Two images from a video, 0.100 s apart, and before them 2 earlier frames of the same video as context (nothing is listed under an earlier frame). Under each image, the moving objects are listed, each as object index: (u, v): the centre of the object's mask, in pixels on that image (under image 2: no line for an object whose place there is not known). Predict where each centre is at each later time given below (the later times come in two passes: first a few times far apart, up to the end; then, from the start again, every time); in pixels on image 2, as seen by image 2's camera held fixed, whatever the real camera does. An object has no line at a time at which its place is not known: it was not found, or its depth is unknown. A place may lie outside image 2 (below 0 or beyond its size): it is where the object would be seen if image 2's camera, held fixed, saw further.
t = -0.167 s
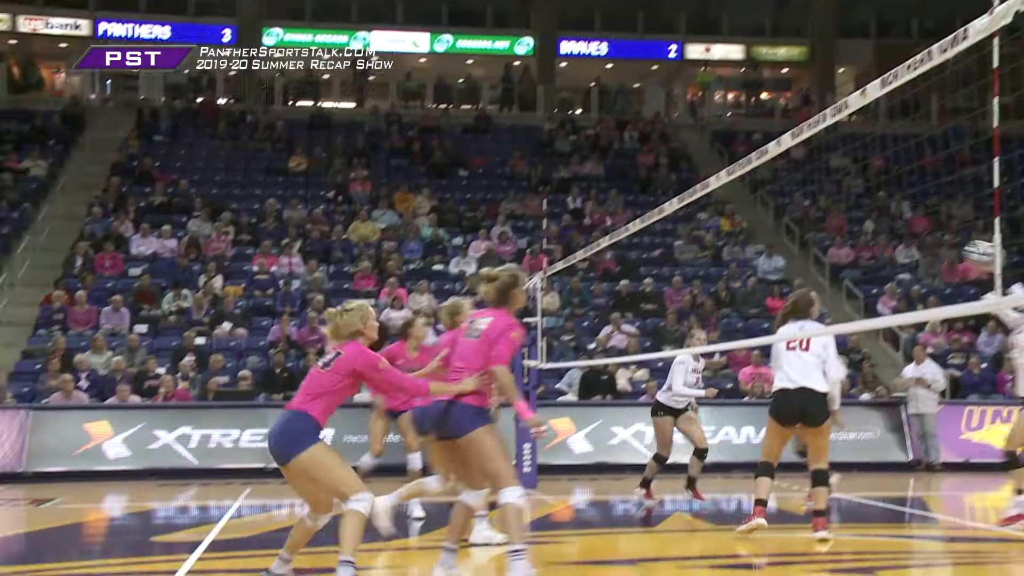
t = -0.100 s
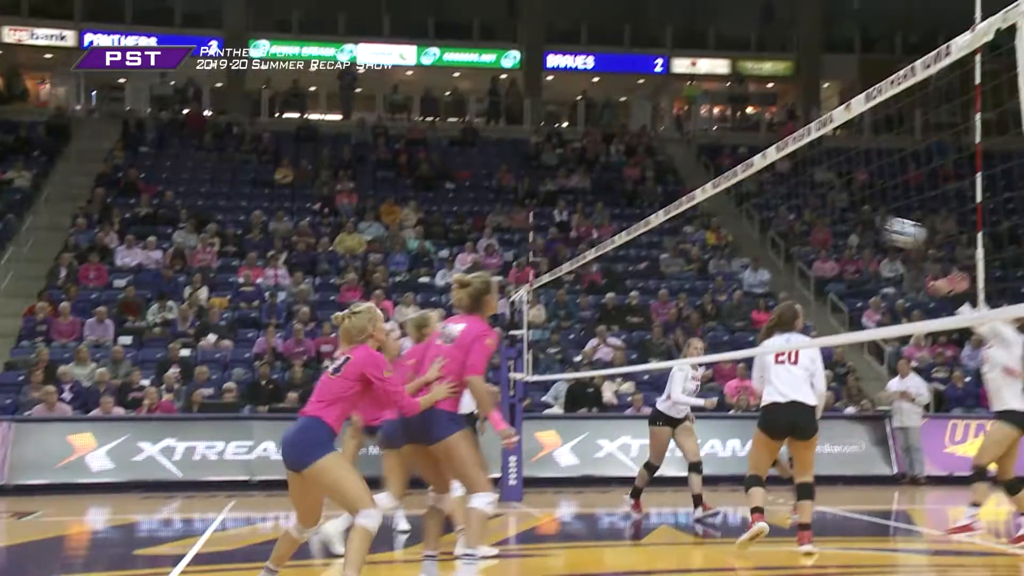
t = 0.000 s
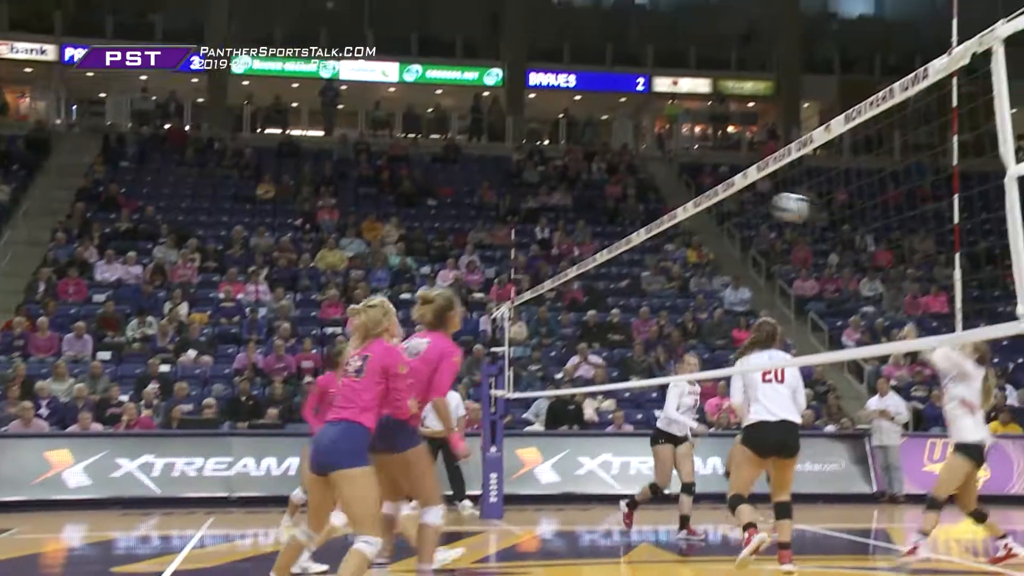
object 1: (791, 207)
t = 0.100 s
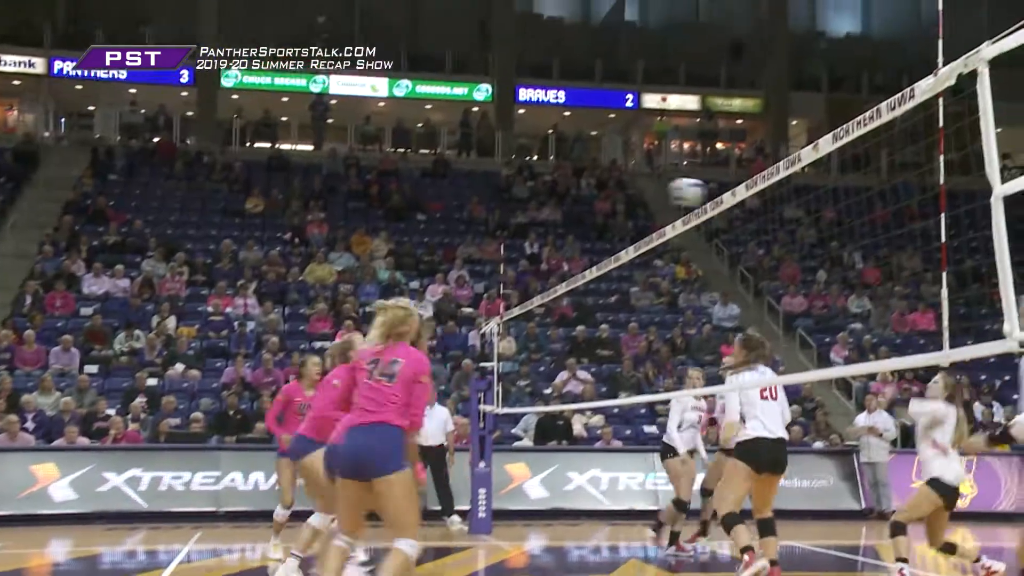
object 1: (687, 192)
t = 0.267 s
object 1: (531, 169)
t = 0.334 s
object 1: (465, 169)
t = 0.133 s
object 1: (656, 185)
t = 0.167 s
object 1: (625, 179)
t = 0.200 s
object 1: (594, 174)
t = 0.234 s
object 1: (563, 171)
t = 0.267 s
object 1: (531, 169)
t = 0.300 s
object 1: (500, 168)
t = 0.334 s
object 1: (465, 169)
